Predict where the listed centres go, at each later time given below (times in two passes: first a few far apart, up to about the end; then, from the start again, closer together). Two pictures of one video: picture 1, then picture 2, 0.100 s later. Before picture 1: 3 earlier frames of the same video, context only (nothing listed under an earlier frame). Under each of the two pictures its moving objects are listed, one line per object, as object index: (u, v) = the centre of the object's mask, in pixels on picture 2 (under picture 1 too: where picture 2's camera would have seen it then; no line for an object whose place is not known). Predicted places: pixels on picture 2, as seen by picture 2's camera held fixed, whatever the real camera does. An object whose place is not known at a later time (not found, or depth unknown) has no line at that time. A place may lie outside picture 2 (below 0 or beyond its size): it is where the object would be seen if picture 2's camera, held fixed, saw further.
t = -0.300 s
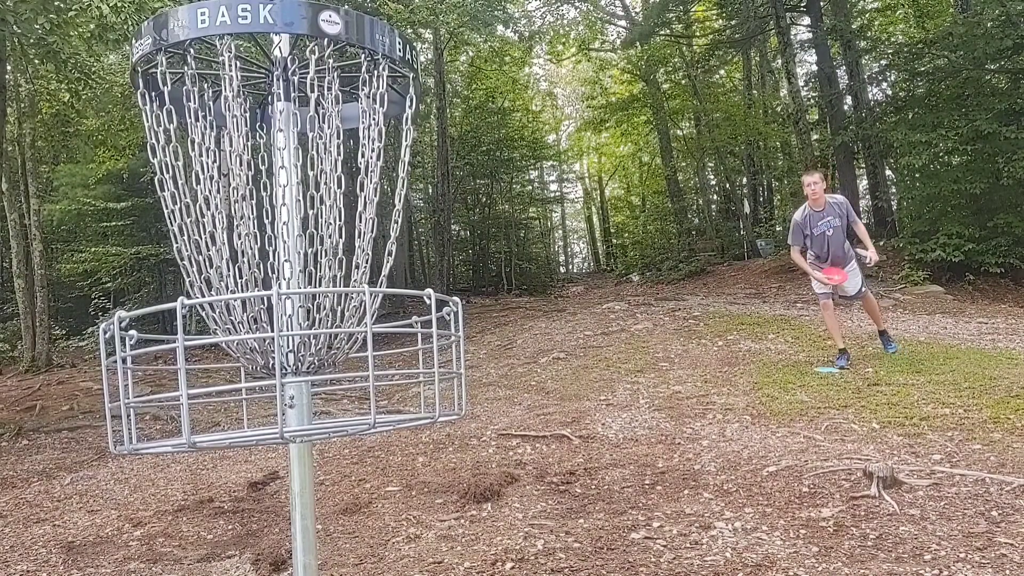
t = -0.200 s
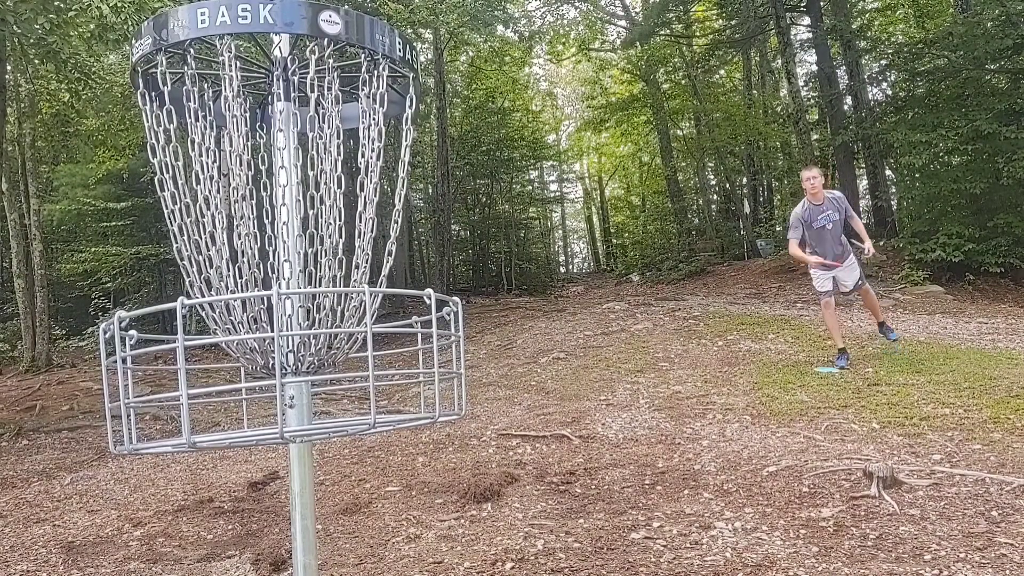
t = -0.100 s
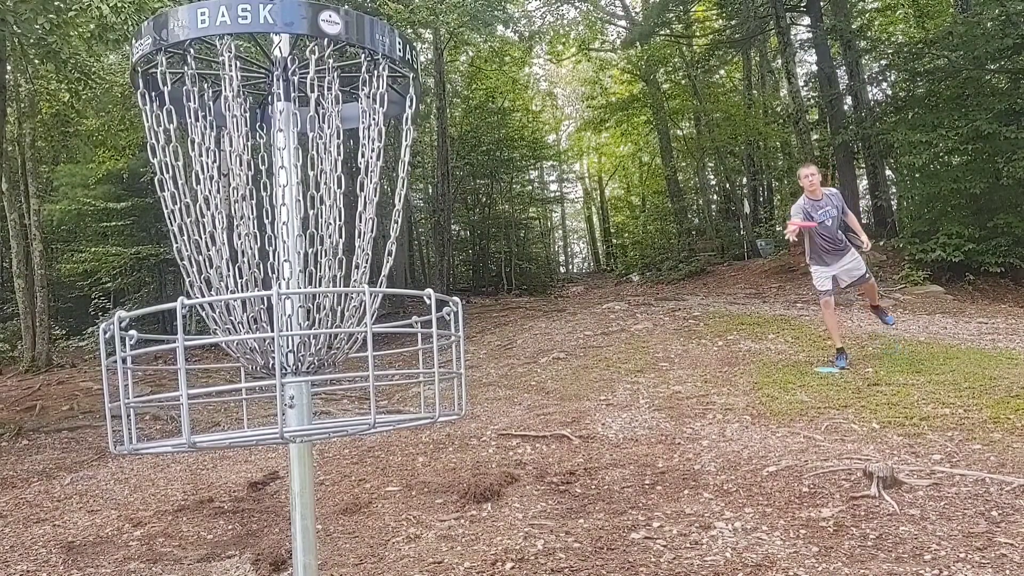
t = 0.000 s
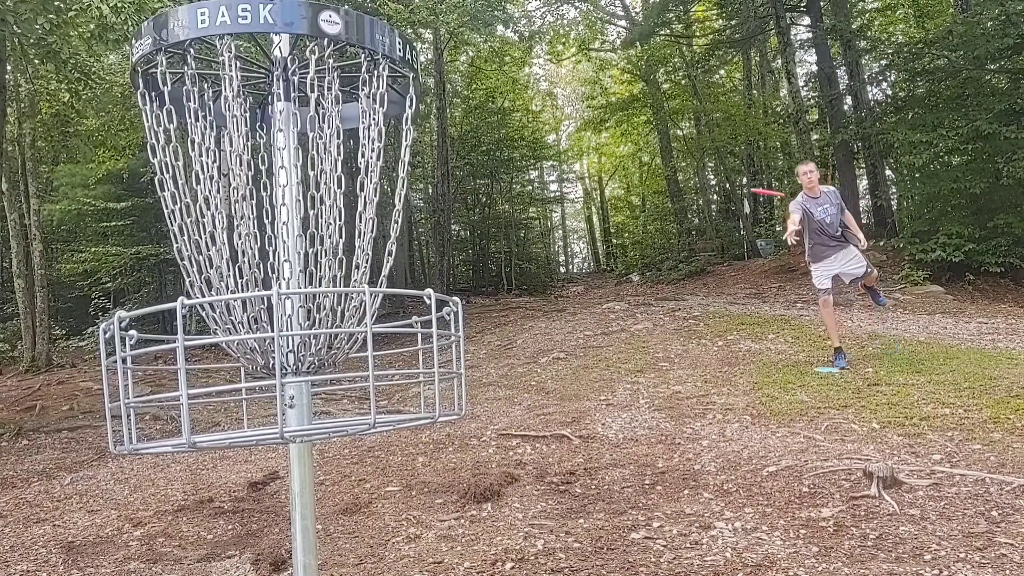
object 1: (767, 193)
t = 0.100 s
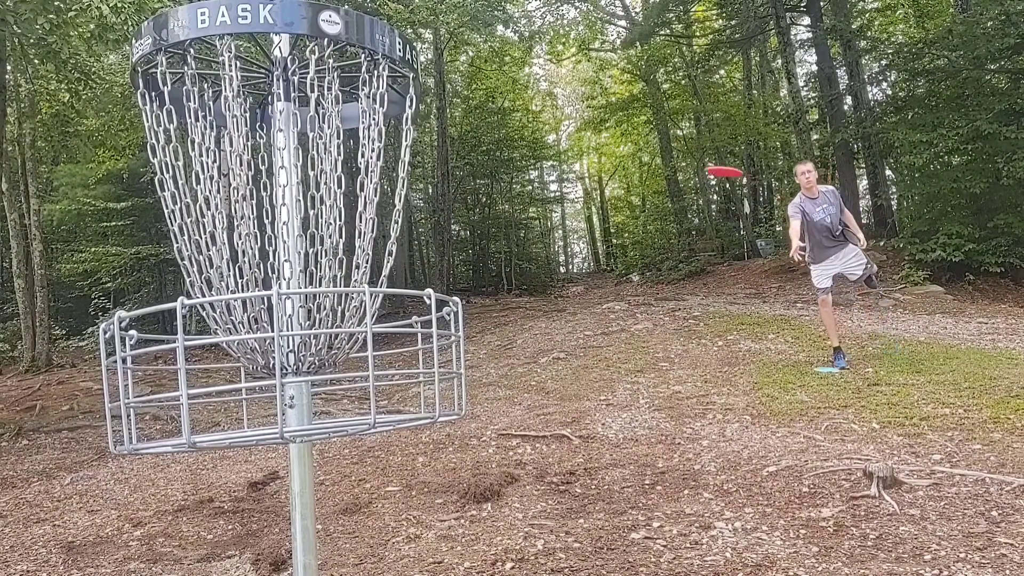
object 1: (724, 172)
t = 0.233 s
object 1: (646, 160)
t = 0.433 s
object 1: (430, 208)
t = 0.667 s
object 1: (319, 247)
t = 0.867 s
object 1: (345, 389)
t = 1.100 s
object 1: (368, 387)
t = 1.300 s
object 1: (353, 411)
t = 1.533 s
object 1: (358, 415)
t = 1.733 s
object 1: (357, 416)
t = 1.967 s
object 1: (357, 417)
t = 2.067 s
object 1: (357, 417)
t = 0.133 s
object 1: (707, 167)
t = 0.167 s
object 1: (689, 164)
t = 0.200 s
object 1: (668, 161)
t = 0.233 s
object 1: (646, 160)
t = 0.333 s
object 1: (559, 171)
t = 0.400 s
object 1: (476, 191)
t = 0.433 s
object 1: (430, 208)
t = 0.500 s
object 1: (334, 237)
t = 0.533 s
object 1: (330, 246)
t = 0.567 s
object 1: (317, 244)
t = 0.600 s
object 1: (315, 243)
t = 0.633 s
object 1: (315, 239)
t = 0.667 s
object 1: (319, 247)
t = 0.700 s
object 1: (318, 266)
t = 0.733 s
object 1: (317, 294)
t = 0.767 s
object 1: (323, 305)
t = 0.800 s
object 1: (324, 316)
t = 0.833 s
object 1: (335, 368)
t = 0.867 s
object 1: (345, 389)
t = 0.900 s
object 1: (351, 393)
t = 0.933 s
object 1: (360, 394)
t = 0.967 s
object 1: (369, 392)
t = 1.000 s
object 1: (370, 388)
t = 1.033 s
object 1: (370, 387)
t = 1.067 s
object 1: (370, 386)
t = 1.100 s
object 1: (368, 387)
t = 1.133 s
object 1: (366, 390)
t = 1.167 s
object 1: (363, 397)
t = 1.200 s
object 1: (356, 404)
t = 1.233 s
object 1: (355, 414)
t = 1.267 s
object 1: (352, 415)
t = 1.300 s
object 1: (353, 411)
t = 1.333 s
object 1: (352, 410)
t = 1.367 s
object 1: (351, 412)
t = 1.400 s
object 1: (354, 415)
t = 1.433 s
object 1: (358, 416)
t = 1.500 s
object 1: (359, 414)
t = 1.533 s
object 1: (358, 415)
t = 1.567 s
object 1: (356, 416)
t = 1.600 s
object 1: (355, 416)
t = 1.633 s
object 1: (356, 416)
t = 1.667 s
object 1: (357, 416)
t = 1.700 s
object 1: (357, 416)
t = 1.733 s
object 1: (357, 416)
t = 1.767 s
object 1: (356, 417)
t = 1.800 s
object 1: (356, 417)
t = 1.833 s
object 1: (357, 417)
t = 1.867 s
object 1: (357, 417)
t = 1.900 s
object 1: (357, 417)
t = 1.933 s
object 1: (357, 417)
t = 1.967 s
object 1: (357, 417)
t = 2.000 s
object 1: (357, 417)
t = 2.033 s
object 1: (357, 416)
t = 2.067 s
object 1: (357, 417)
